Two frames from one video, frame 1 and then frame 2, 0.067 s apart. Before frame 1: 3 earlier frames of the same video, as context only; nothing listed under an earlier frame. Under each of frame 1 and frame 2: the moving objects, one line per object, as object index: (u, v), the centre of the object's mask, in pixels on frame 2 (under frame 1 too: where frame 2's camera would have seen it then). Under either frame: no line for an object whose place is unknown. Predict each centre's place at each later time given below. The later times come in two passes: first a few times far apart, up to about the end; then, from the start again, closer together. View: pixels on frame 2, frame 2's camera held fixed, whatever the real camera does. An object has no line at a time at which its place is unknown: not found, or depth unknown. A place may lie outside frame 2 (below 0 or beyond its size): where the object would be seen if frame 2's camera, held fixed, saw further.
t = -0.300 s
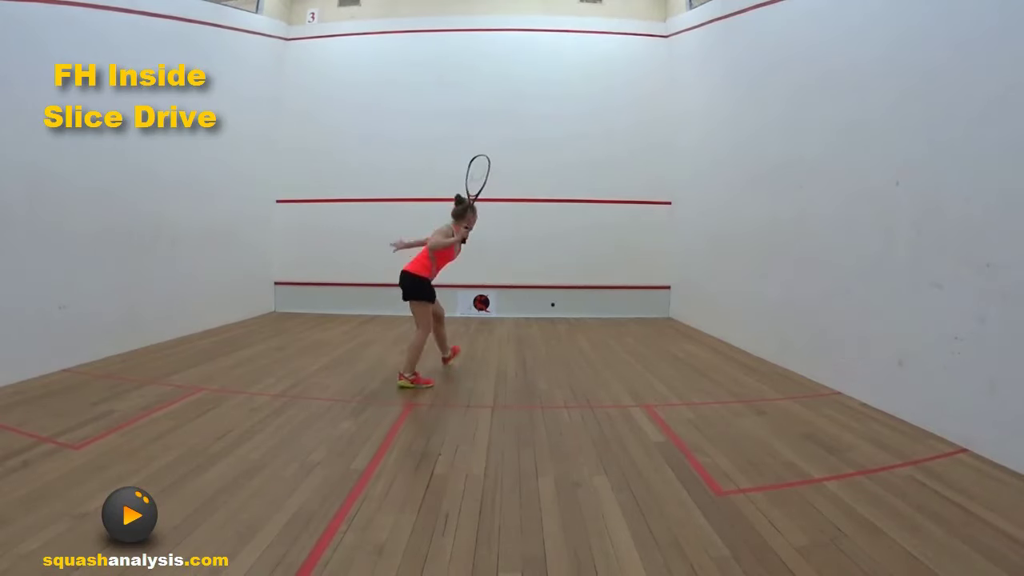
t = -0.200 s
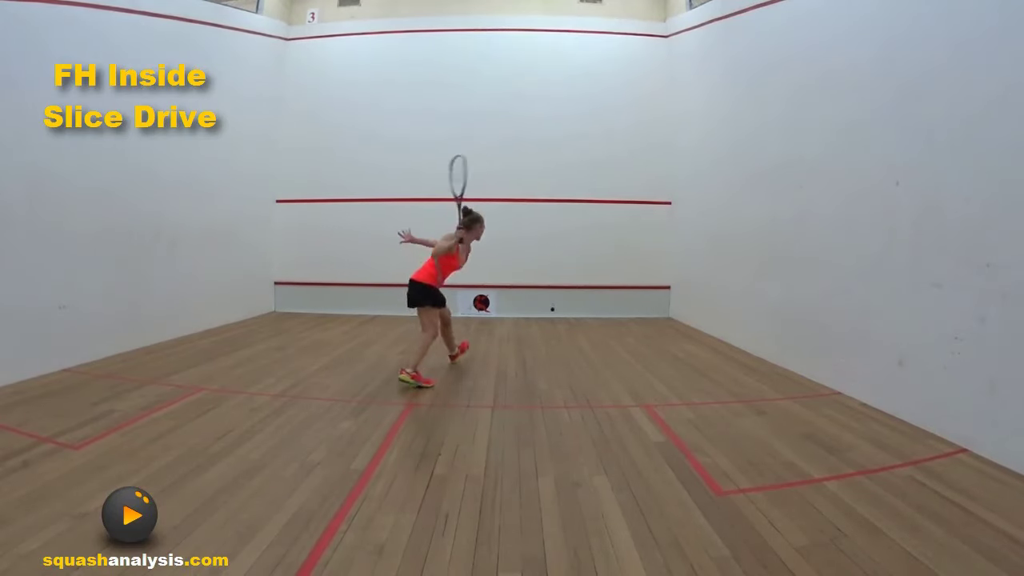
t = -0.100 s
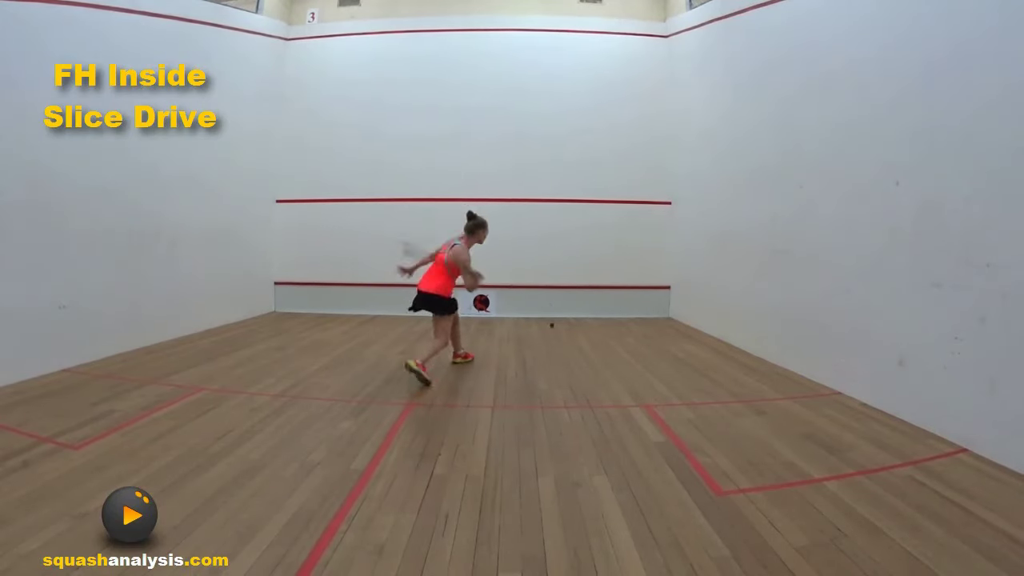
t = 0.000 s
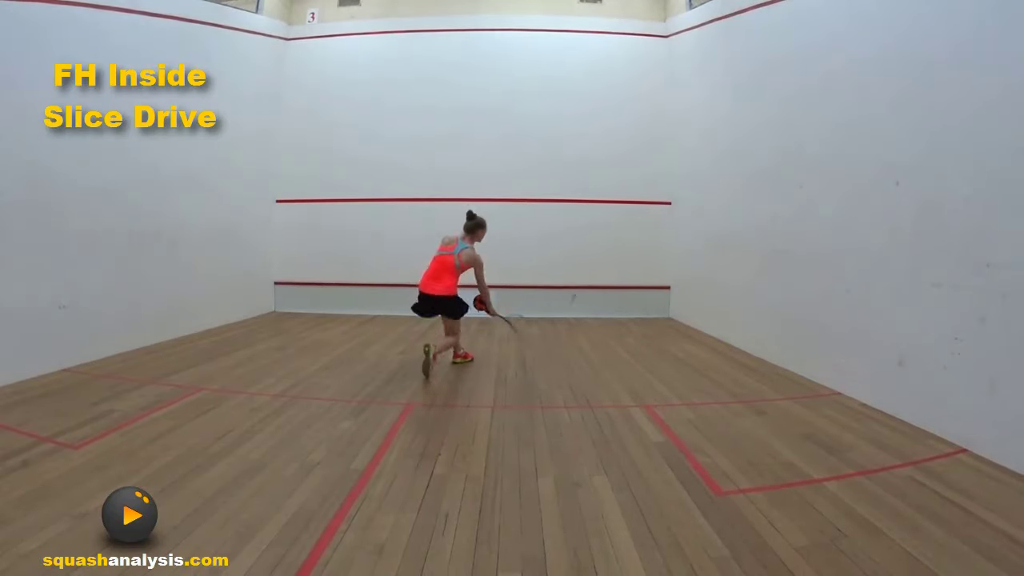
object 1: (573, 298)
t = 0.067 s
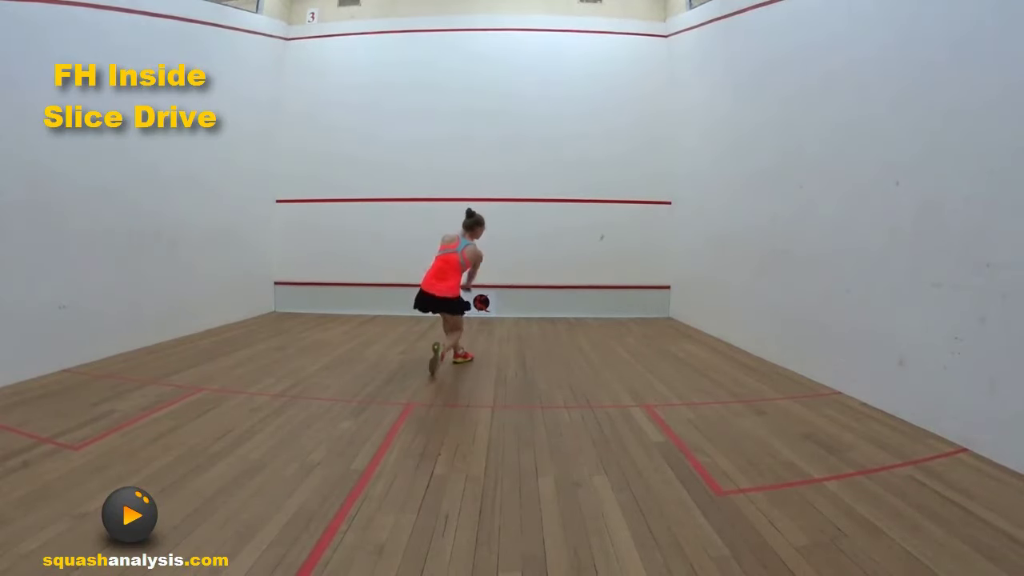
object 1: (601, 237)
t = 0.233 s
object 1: (663, 194)
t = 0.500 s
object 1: (751, 155)
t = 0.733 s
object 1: (758, 184)
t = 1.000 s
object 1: (771, 434)
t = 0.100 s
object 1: (613, 225)
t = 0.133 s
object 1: (624, 217)
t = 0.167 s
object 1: (635, 209)
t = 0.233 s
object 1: (663, 194)
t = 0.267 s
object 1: (677, 187)
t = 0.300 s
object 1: (693, 180)
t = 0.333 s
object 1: (711, 173)
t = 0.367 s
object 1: (729, 168)
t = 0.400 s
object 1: (749, 162)
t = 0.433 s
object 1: (751, 159)
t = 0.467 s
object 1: (751, 157)
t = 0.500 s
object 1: (751, 155)
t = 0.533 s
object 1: (752, 155)
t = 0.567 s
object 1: (752, 155)
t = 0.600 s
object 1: (753, 157)
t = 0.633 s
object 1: (754, 161)
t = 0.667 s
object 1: (755, 166)
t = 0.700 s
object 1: (756, 174)
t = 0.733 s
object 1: (758, 184)
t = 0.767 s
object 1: (760, 196)
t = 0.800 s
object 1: (762, 213)
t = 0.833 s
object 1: (763, 233)
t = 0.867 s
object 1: (766, 259)
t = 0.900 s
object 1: (768, 291)
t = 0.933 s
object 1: (770, 329)
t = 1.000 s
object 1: (771, 434)
